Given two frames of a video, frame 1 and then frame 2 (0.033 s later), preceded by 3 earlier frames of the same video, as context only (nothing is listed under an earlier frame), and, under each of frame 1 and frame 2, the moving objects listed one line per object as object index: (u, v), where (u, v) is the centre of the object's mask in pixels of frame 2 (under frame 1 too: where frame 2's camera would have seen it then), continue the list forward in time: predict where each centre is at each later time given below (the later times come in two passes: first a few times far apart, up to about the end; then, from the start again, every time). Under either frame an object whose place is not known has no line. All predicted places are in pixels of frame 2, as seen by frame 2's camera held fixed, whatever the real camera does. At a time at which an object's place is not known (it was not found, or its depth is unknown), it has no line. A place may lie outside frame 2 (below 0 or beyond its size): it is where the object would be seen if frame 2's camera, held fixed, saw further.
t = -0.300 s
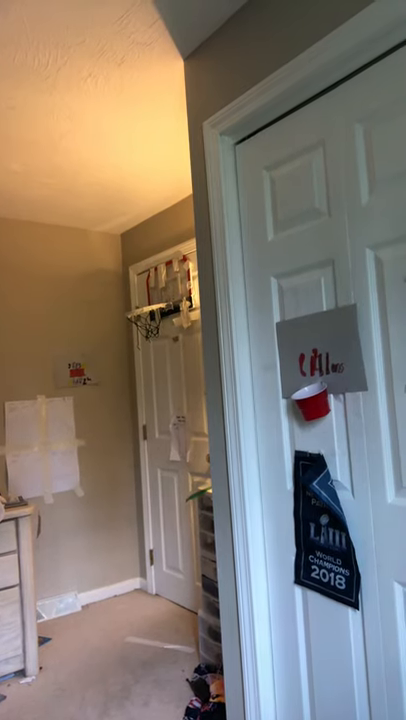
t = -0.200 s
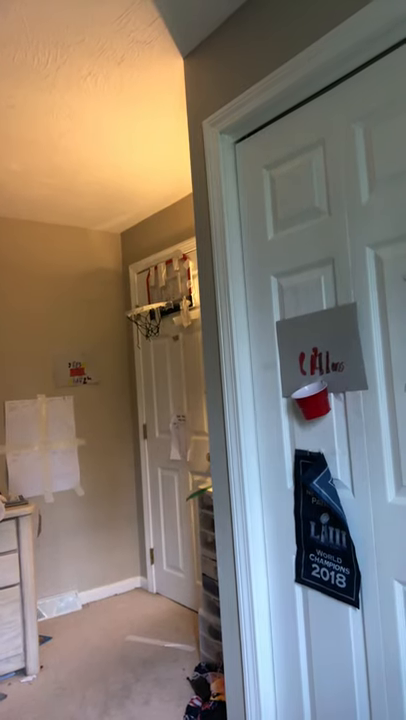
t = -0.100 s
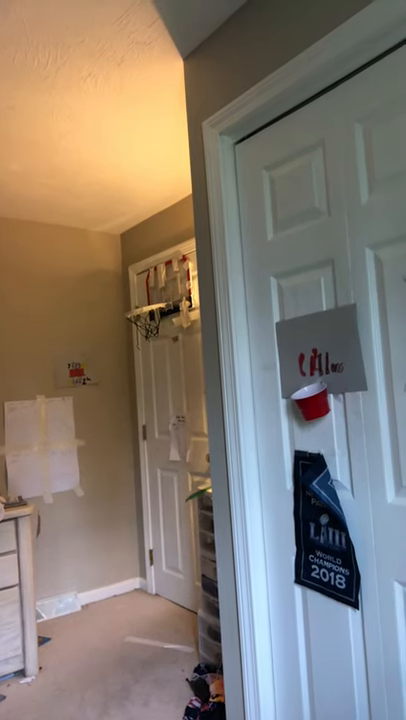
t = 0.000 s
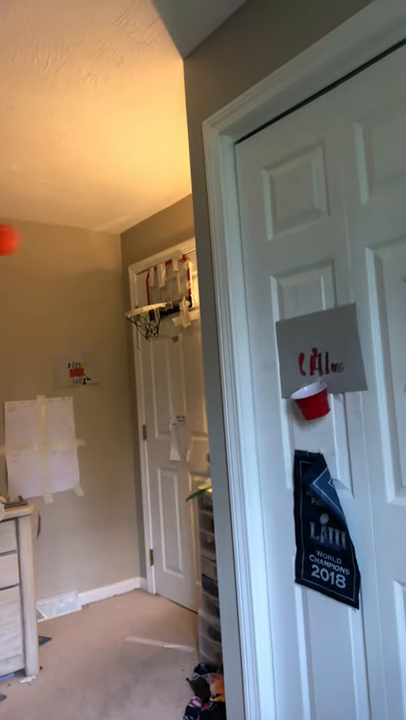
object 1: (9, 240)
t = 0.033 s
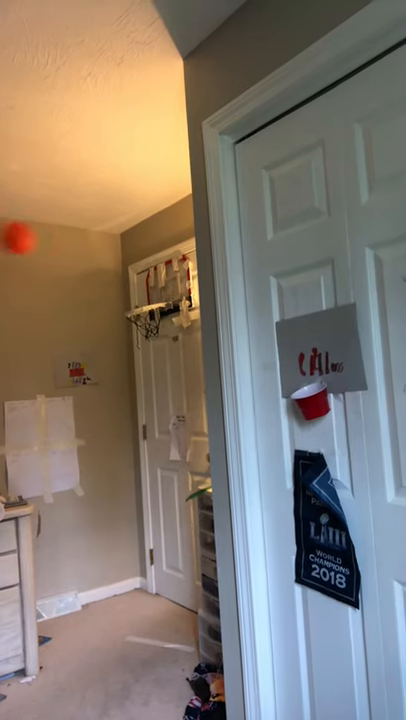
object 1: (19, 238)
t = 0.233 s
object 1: (102, 273)
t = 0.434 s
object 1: (123, 293)
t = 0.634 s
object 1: (116, 280)
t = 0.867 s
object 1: (113, 346)
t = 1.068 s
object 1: (113, 459)
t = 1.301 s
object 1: (126, 568)
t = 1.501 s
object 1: (150, 512)
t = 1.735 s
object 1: (184, 529)
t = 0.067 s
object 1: (34, 239)
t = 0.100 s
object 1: (49, 242)
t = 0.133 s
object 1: (63, 247)
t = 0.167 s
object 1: (77, 255)
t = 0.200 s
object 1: (90, 263)
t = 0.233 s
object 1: (102, 273)
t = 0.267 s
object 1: (113, 283)
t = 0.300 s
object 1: (125, 296)
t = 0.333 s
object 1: (127, 300)
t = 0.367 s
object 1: (126, 297)
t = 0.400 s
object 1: (124, 296)
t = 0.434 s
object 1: (123, 293)
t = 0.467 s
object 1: (121, 286)
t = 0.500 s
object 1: (120, 281)
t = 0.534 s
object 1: (119, 278)
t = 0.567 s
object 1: (118, 277)
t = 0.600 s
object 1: (117, 277)
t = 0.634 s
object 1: (116, 280)
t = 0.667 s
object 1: (116, 284)
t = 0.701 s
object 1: (114, 290)
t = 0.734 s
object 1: (114, 298)
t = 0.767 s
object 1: (113, 306)
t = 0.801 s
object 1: (113, 318)
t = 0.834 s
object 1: (113, 332)
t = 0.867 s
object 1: (113, 346)
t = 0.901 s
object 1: (112, 361)
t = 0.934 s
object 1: (112, 377)
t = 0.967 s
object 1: (112, 395)
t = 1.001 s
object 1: (113, 416)
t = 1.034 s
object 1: (113, 437)
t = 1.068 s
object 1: (113, 459)
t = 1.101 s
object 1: (113, 485)
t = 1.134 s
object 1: (113, 510)
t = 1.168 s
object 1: (115, 533)
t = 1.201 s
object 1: (117, 555)
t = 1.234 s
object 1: (120, 578)
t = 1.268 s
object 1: (123, 584)
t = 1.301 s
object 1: (126, 568)
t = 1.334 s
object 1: (130, 555)
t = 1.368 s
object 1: (133, 543)
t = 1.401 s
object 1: (137, 533)
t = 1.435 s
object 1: (141, 524)
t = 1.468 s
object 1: (146, 517)
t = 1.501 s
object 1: (150, 512)
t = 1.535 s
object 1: (156, 508)
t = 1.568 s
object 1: (160, 508)
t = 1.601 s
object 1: (164, 508)
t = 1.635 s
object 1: (169, 510)
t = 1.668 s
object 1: (174, 515)
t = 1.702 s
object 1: (179, 521)
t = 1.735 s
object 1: (184, 529)
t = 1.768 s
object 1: (188, 539)
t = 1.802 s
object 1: (192, 551)
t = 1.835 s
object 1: (195, 566)
